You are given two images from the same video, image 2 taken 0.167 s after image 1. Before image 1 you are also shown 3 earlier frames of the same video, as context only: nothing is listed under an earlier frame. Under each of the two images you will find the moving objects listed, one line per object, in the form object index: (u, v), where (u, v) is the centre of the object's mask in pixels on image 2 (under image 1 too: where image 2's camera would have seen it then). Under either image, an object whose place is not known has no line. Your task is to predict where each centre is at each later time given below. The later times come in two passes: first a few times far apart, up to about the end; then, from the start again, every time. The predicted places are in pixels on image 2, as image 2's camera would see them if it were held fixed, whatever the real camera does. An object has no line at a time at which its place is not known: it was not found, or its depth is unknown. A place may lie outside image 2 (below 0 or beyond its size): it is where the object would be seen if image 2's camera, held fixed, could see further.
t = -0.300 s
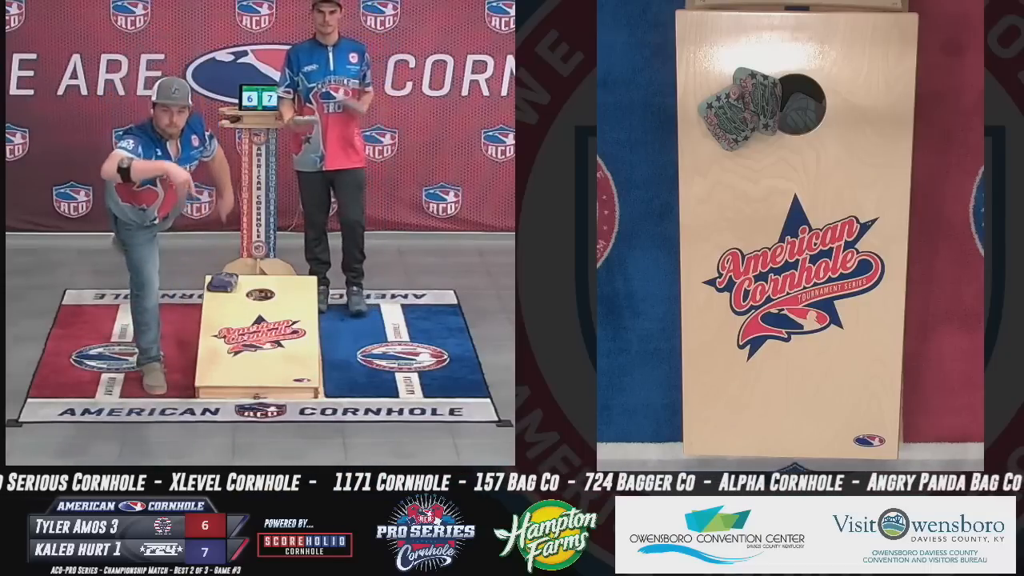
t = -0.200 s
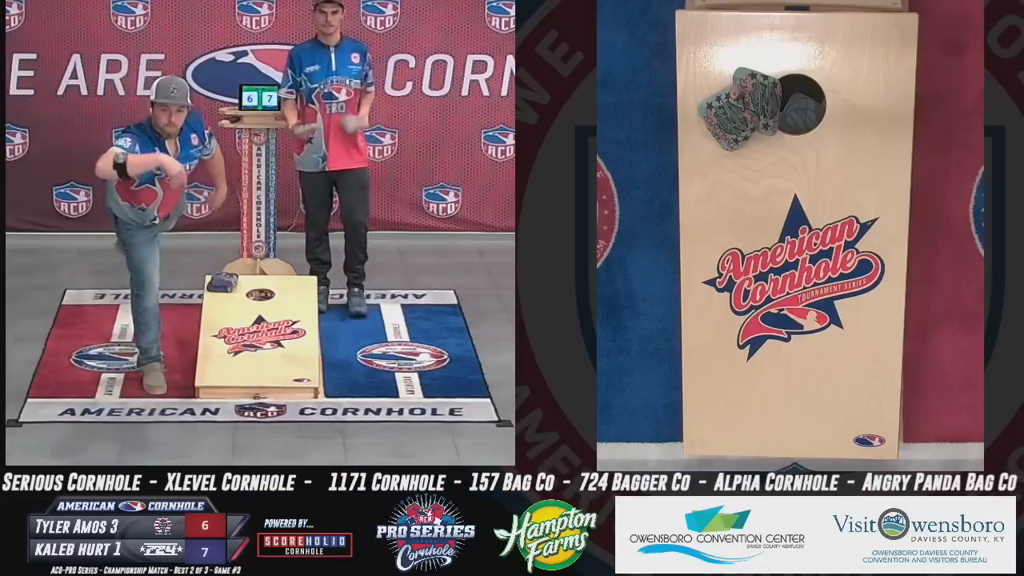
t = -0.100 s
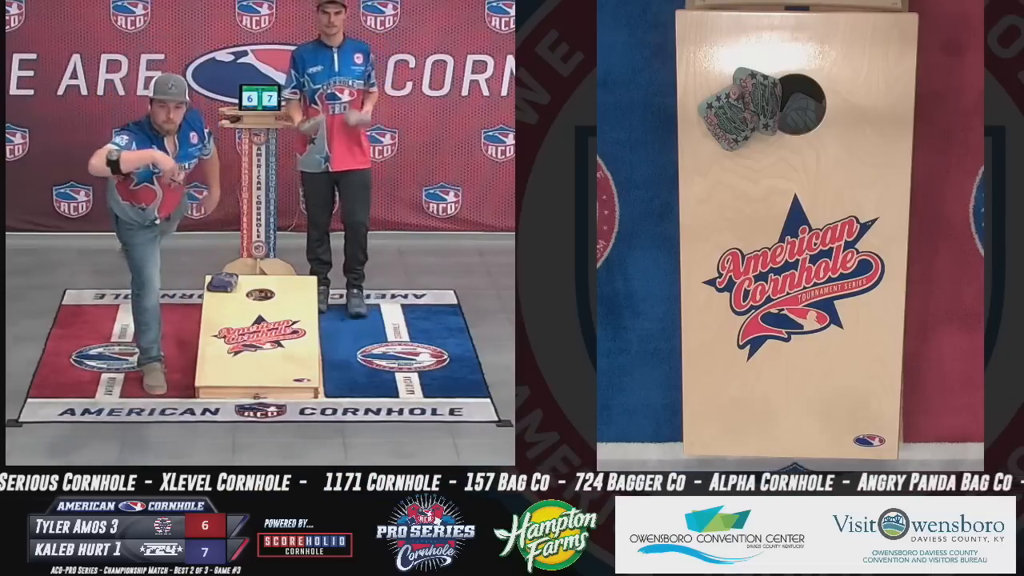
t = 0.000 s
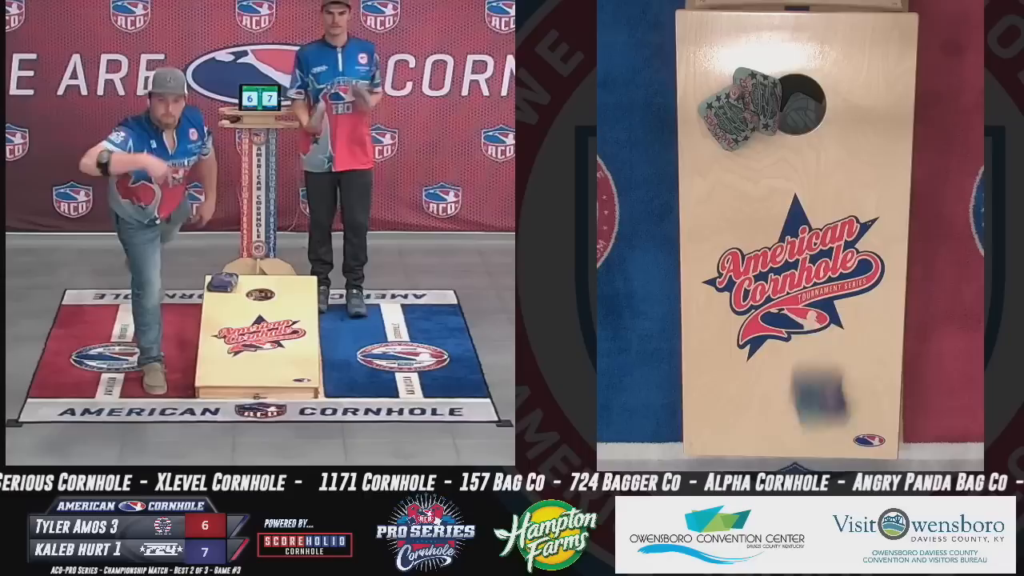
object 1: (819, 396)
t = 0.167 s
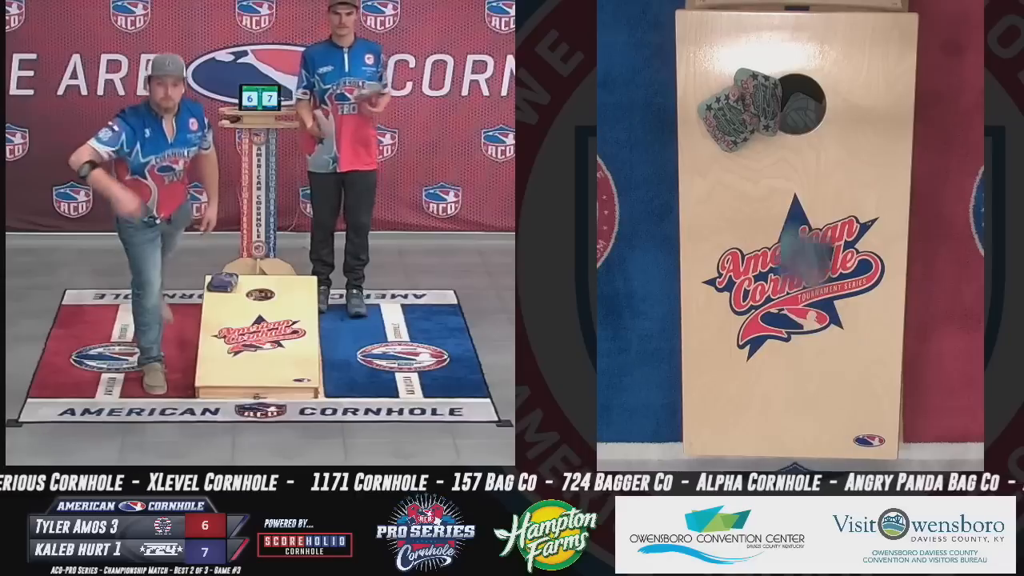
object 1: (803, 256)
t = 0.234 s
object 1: (797, 216)
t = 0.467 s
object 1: (782, 158)
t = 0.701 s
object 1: (782, 158)
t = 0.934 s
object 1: (782, 158)
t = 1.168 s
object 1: (782, 158)
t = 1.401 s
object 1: (782, 158)
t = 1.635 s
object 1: (782, 158)
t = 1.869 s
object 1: (782, 158)
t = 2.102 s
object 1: (782, 158)
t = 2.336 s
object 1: (782, 158)
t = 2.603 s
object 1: (782, 158)
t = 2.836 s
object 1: (782, 158)
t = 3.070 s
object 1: (782, 158)
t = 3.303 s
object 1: (782, 158)
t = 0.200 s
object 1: (800, 234)
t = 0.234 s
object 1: (797, 216)
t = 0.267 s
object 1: (795, 200)
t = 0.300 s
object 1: (793, 184)
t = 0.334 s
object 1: (791, 173)
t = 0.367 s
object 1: (786, 165)
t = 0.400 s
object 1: (784, 160)
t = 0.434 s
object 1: (782, 158)
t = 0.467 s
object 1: (782, 158)
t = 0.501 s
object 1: (782, 158)
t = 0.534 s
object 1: (782, 158)
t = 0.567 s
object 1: (782, 158)
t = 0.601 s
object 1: (782, 158)
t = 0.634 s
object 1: (782, 158)
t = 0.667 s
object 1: (782, 158)
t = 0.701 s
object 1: (782, 158)
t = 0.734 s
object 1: (782, 158)
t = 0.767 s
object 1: (782, 158)
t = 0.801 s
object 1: (782, 158)
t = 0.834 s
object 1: (782, 158)
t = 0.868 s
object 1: (782, 158)
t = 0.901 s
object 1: (782, 158)
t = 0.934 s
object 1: (782, 158)
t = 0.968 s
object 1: (782, 158)
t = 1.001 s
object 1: (784, 158)
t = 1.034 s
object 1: (782, 158)
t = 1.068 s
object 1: (782, 158)
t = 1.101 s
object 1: (782, 158)
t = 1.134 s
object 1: (782, 158)
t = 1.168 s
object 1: (782, 158)
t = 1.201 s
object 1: (782, 158)
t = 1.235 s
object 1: (782, 158)
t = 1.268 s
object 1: (782, 158)
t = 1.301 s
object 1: (782, 158)
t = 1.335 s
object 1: (782, 158)
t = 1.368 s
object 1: (782, 158)
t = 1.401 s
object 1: (782, 158)
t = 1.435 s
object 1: (782, 158)
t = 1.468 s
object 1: (782, 158)
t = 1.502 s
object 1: (782, 158)
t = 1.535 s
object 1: (782, 158)
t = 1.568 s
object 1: (782, 158)
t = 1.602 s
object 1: (782, 158)
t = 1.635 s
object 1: (782, 158)
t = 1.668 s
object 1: (782, 158)
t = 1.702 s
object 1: (782, 158)
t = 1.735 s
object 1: (782, 158)
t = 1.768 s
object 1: (782, 158)
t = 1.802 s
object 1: (782, 158)
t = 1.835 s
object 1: (782, 158)
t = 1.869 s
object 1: (782, 158)
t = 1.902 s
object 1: (782, 158)
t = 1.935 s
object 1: (782, 158)
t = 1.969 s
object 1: (782, 158)
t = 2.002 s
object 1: (782, 158)
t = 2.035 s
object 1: (782, 158)
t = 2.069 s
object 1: (782, 158)
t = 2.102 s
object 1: (782, 158)
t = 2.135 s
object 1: (782, 158)
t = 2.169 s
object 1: (782, 158)
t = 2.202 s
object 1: (782, 158)
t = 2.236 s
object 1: (782, 158)
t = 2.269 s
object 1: (782, 158)
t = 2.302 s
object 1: (782, 158)
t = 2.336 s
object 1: (782, 158)
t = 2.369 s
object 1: (782, 158)
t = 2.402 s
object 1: (782, 158)
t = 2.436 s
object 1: (782, 158)
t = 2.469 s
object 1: (782, 158)
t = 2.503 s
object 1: (782, 158)
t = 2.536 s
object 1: (782, 158)
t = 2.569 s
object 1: (782, 158)
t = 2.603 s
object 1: (782, 158)
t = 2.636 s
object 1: (782, 158)
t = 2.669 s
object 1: (782, 158)
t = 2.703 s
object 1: (782, 158)
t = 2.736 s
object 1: (782, 158)
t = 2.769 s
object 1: (782, 158)
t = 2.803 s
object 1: (782, 158)
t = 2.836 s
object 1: (782, 158)
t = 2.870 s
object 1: (782, 158)
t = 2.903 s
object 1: (782, 158)
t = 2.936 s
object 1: (782, 158)
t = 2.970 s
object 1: (782, 158)
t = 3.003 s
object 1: (782, 158)
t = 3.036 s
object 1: (782, 158)
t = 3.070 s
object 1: (782, 158)
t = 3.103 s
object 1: (782, 158)
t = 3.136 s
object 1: (782, 158)
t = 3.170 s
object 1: (782, 158)
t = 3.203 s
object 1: (782, 158)
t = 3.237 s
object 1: (782, 158)
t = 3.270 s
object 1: (782, 158)
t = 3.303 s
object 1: (782, 158)
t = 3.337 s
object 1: (782, 158)
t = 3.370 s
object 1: (782, 158)
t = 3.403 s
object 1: (782, 158)
